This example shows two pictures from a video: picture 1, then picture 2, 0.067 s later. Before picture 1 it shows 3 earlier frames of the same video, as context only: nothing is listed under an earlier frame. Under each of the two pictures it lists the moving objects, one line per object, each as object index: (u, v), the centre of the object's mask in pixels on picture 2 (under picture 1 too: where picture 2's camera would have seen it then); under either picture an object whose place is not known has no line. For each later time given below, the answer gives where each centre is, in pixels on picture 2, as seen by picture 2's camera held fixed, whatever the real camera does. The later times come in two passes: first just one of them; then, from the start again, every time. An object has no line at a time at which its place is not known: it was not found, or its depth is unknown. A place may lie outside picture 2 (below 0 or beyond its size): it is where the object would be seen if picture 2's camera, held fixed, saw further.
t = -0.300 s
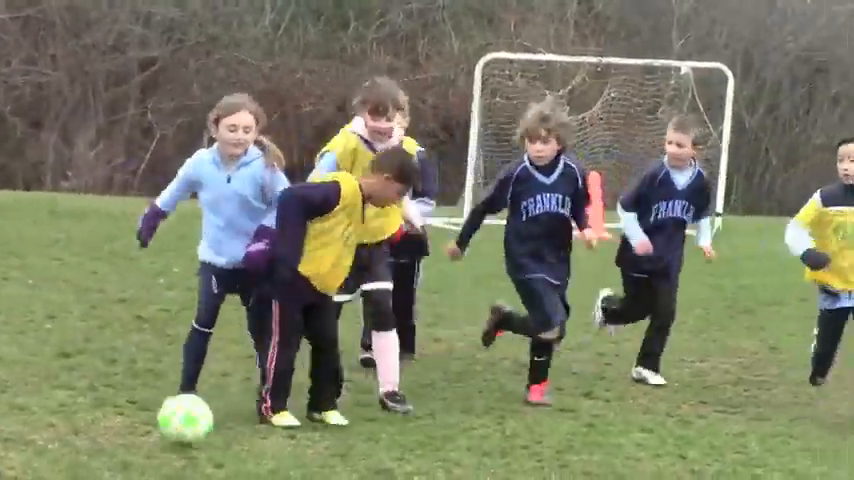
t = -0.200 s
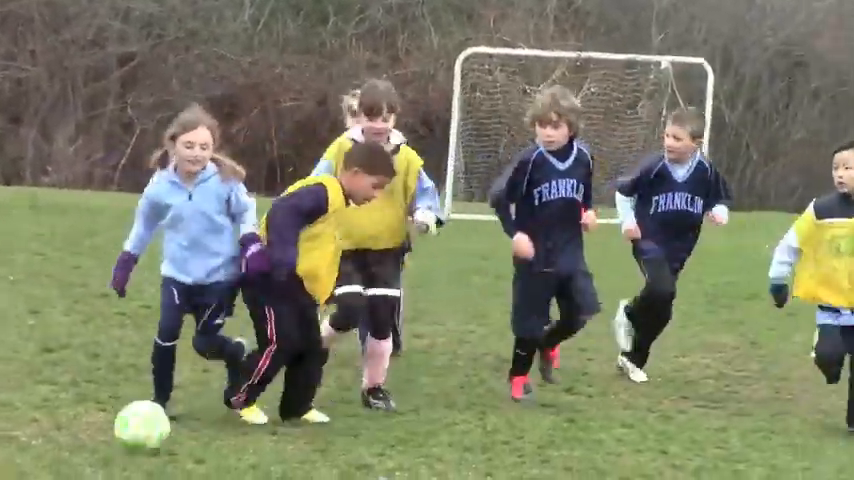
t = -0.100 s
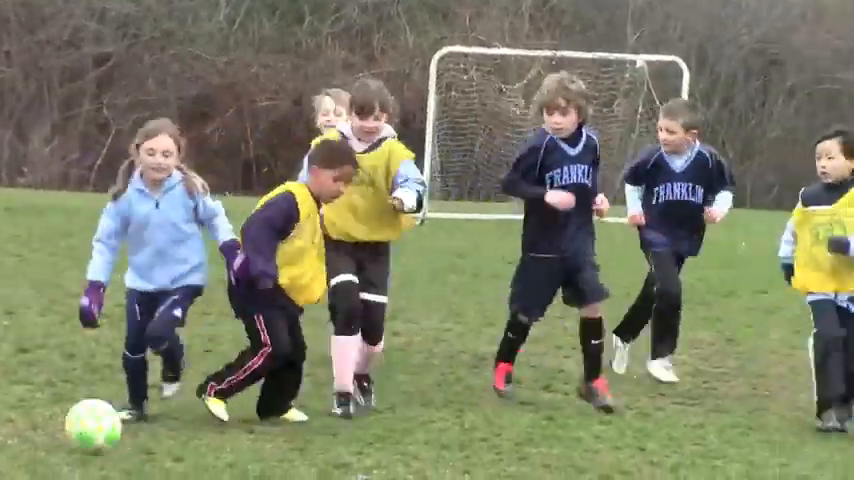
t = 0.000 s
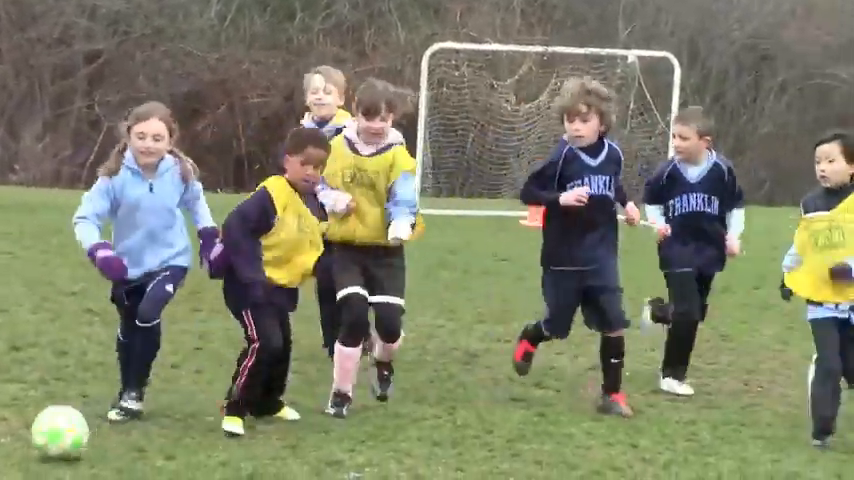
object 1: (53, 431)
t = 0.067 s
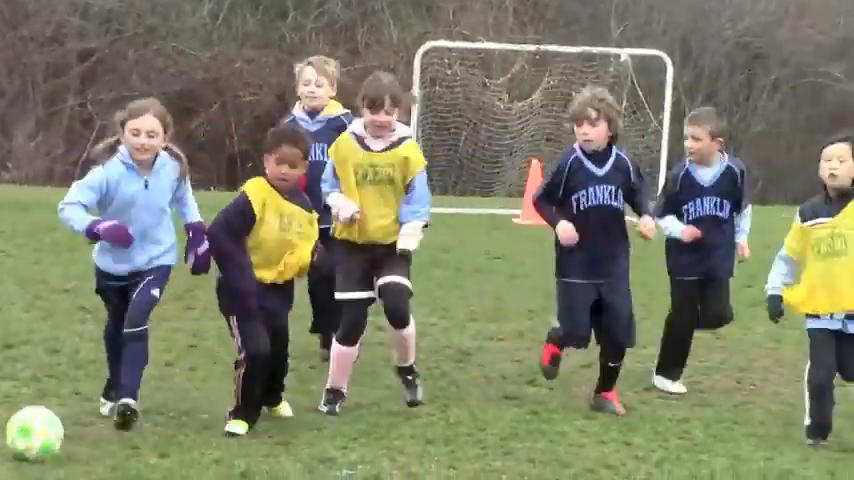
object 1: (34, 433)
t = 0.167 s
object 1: (19, 438)
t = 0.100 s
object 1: (27, 432)
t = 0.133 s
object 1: (22, 433)
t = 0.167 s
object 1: (19, 438)
